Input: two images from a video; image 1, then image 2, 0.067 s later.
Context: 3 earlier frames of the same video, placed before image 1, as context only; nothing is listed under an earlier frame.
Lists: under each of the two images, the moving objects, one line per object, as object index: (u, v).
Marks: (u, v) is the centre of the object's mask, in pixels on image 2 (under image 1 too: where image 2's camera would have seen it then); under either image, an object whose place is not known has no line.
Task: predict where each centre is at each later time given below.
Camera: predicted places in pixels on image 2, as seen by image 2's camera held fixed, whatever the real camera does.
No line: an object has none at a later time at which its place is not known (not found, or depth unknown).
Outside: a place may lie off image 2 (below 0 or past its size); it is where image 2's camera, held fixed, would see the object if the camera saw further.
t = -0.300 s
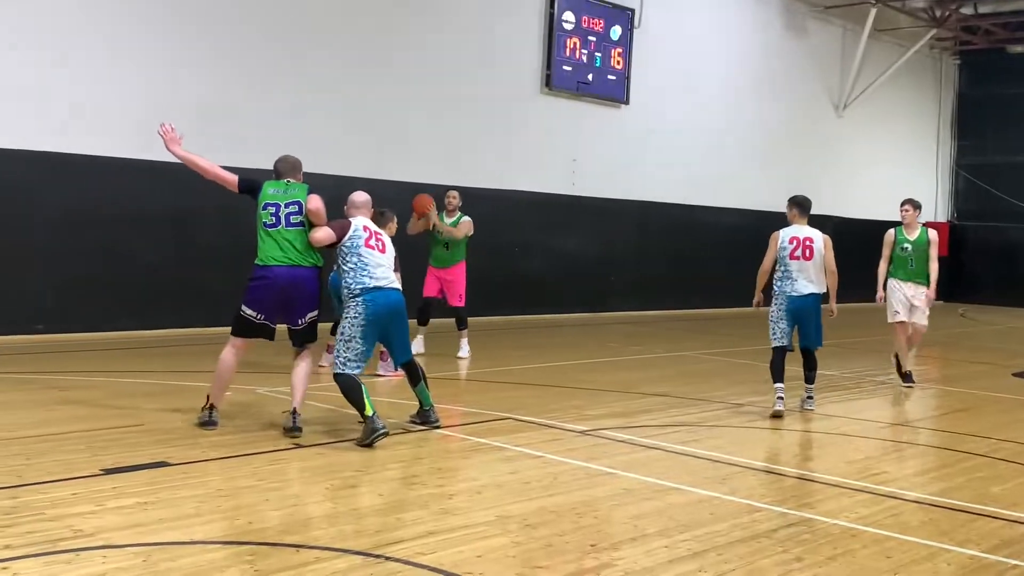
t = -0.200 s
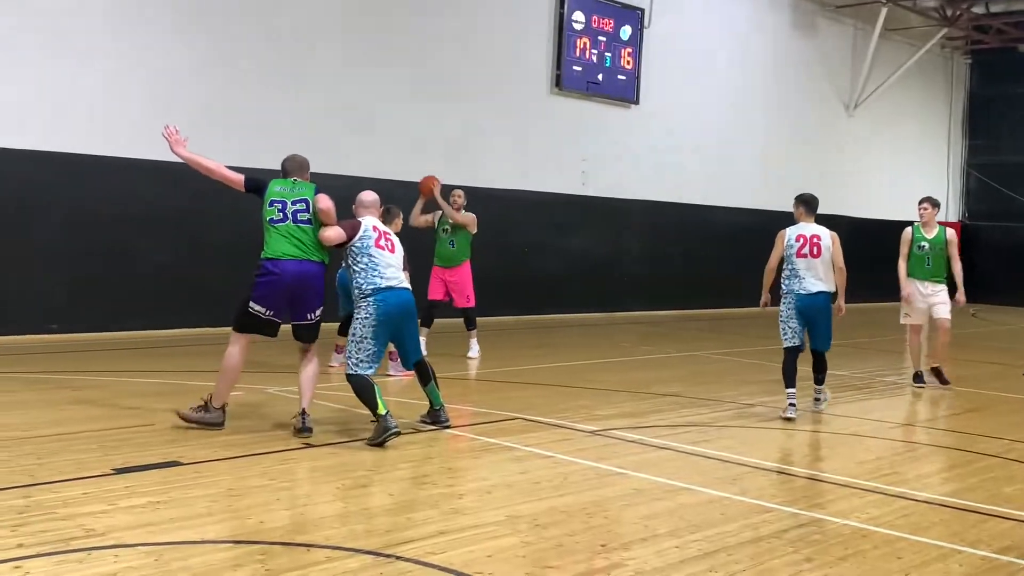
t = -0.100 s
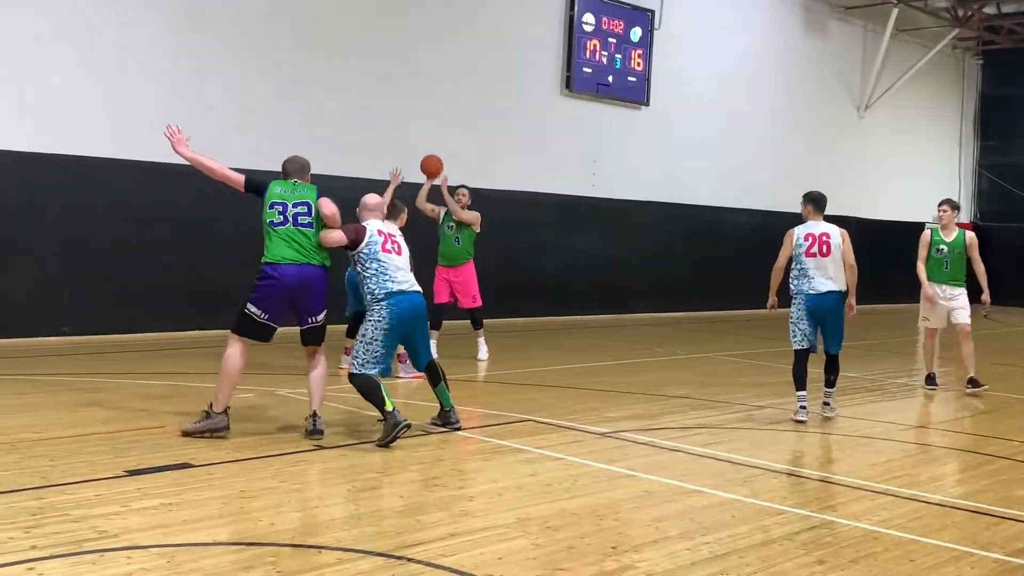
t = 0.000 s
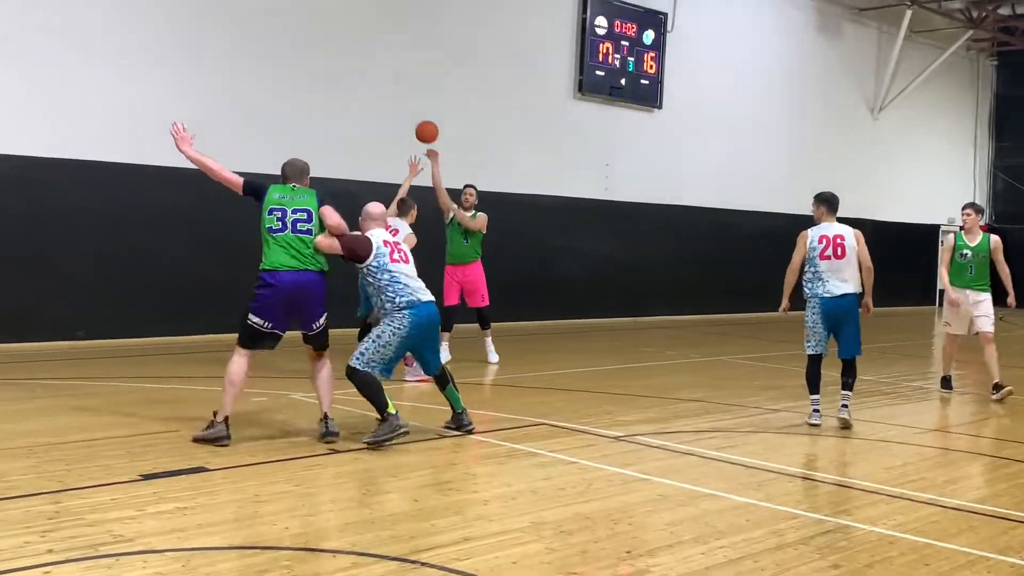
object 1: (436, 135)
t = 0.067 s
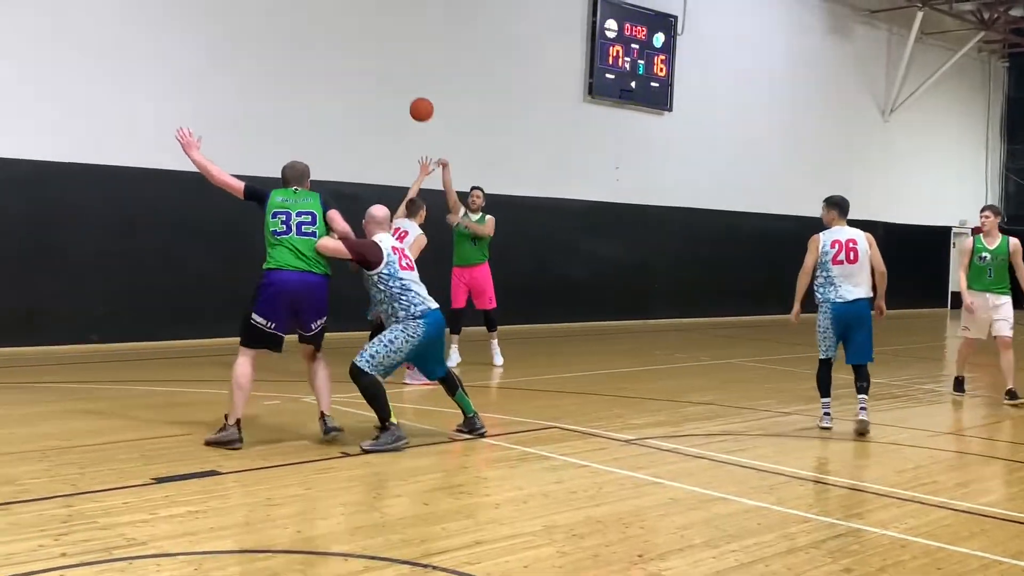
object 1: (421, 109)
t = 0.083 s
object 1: (417, 103)
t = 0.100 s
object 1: (413, 98)
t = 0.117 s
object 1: (410, 92)
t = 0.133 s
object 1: (406, 87)
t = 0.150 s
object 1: (402, 82)
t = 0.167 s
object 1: (398, 77)
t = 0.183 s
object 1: (394, 72)
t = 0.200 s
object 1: (390, 68)
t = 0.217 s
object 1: (386, 64)
